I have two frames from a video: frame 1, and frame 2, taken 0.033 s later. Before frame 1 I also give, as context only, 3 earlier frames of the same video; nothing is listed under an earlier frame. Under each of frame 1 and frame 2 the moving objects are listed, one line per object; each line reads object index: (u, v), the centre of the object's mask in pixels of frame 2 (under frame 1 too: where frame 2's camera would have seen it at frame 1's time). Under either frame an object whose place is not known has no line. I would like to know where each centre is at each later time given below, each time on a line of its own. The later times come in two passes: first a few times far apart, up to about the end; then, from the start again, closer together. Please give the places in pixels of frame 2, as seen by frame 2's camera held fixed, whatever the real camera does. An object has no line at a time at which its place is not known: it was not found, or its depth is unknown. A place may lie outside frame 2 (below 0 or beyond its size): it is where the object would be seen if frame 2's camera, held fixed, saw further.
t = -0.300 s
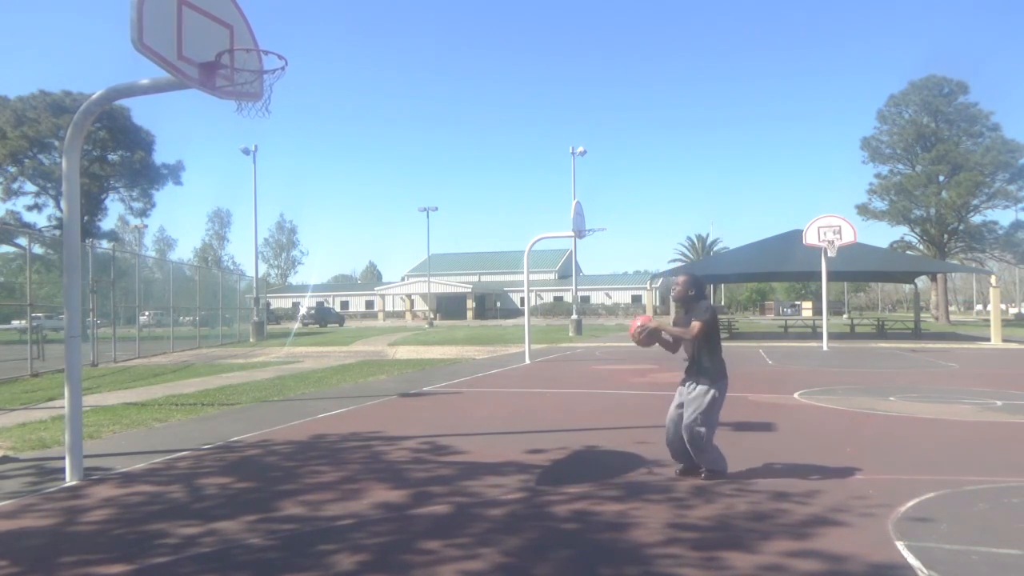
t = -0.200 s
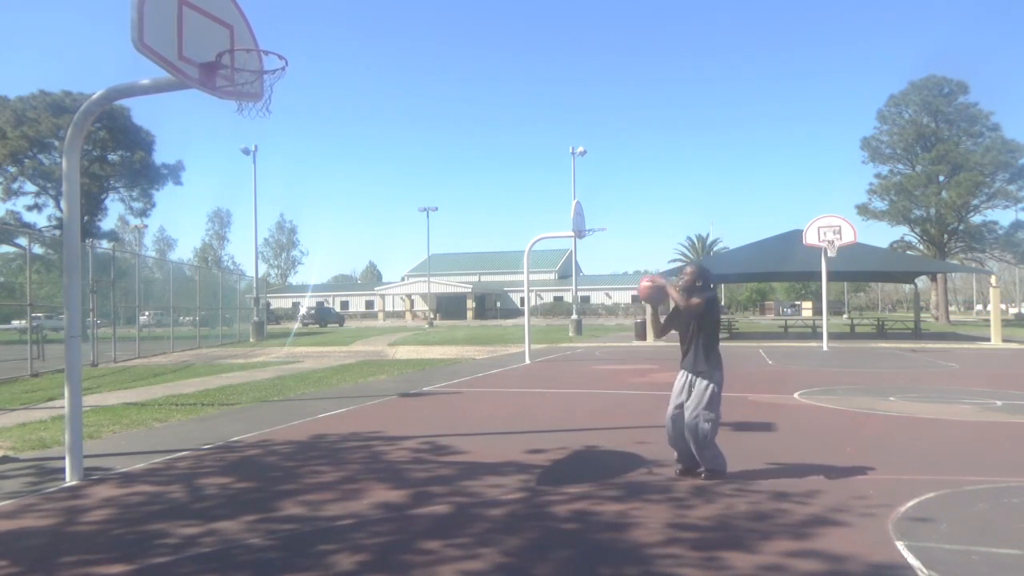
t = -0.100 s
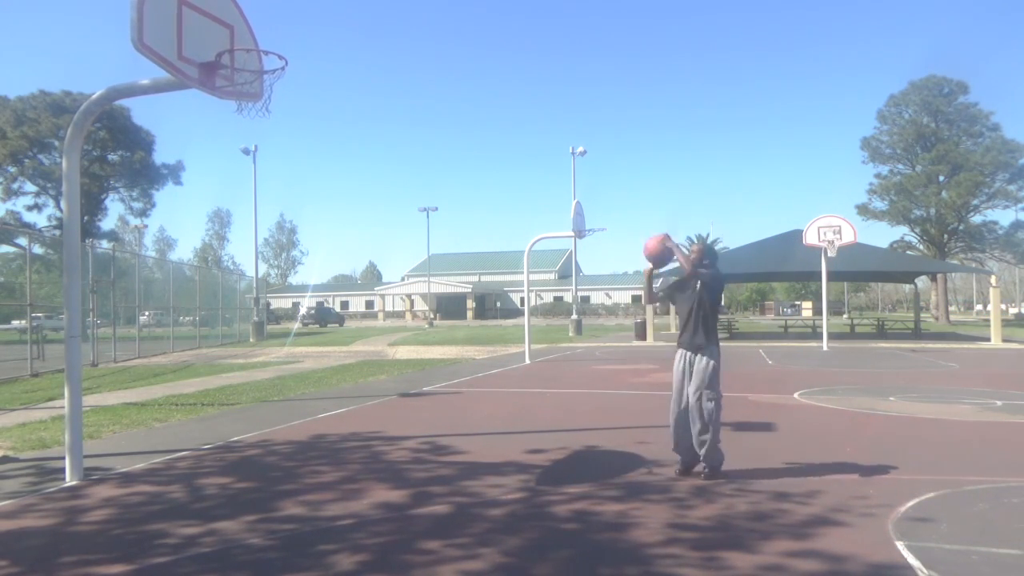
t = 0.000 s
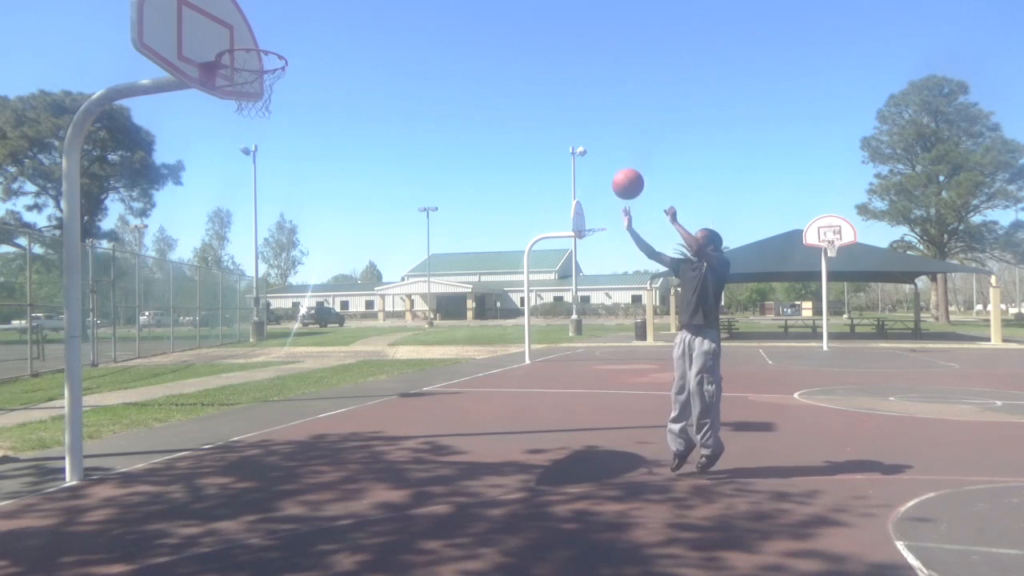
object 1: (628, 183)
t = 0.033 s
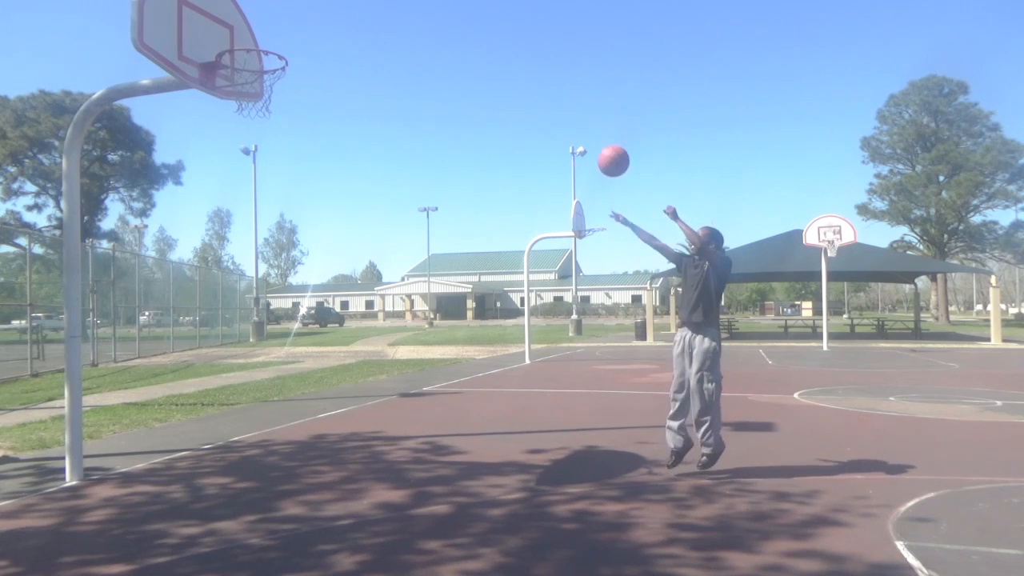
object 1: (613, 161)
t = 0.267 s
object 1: (513, 41)
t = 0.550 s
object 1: (394, 3)
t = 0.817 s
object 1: (281, 35)
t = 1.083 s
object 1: (212, 9)
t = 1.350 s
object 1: (189, 9)
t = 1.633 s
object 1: (176, 112)
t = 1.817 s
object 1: (167, 265)
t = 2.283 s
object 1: (142, 291)
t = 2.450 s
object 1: (131, 196)
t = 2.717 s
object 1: (116, 143)
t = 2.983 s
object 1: (97, 234)
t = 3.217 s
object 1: (80, 461)
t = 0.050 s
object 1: (606, 150)
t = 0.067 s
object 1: (599, 139)
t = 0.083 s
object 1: (592, 129)
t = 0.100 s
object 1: (585, 119)
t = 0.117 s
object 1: (578, 110)
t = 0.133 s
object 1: (571, 101)
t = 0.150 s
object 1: (563, 92)
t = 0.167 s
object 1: (556, 84)
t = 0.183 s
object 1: (549, 76)
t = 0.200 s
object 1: (542, 68)
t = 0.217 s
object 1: (535, 61)
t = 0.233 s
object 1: (527, 54)
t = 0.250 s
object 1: (520, 48)
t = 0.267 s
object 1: (513, 41)
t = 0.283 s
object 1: (506, 35)
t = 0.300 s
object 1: (499, 30)
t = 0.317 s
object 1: (492, 25)
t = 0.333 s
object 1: (485, 20)
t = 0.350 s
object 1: (477, 16)
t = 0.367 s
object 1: (470, 13)
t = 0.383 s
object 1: (463, 11)
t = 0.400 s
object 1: (457, 9)
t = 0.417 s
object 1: (449, 8)
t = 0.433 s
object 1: (443, 6)
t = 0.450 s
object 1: (435, 5)
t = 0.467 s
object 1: (428, 5)
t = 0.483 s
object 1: (421, 4)
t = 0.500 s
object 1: (414, 3)
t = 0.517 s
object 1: (408, 3)
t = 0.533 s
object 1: (401, 3)
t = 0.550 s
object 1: (394, 3)
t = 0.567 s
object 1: (387, 3)
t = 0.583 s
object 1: (379, 3)
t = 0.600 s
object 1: (372, 3)
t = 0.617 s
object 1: (365, 4)
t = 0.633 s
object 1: (358, 4)
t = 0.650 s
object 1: (351, 5)
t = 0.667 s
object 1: (344, 6)
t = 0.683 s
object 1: (337, 7)
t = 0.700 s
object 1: (330, 9)
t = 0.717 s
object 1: (323, 11)
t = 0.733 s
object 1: (316, 13)
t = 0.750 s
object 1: (309, 15)
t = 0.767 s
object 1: (302, 19)
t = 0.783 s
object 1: (295, 24)
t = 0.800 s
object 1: (288, 29)
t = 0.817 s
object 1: (281, 35)
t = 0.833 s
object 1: (274, 40)
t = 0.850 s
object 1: (267, 47)
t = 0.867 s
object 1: (260, 54)
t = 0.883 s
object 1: (255, 54)
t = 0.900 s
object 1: (251, 48)
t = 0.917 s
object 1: (248, 42)
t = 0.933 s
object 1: (245, 35)
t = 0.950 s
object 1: (241, 32)
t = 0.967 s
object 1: (238, 28)
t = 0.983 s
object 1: (234, 23)
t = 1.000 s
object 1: (231, 18)
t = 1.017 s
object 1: (227, 15)
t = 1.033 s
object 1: (224, 13)
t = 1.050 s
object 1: (220, 11)
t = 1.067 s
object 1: (217, 10)
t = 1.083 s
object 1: (212, 9)
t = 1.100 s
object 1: (208, 8)
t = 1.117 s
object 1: (204, 7)
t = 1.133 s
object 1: (201, 7)
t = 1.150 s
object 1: (197, 7)
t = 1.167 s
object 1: (196, 6)
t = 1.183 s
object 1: (196, 5)
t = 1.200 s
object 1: (196, 5)
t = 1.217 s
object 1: (196, 5)
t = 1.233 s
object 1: (195, 5)
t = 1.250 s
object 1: (195, 5)
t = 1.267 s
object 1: (194, 5)
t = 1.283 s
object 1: (193, 5)
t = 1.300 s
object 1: (192, 6)
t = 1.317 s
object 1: (191, 7)
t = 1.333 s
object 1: (190, 8)
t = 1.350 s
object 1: (189, 9)
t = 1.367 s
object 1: (188, 10)
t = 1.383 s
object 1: (187, 12)
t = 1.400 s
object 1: (187, 14)
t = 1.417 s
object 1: (186, 16)
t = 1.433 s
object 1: (185, 20)
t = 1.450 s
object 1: (185, 24)
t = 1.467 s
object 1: (183, 31)
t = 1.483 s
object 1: (183, 37)
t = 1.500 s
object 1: (182, 43)
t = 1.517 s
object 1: (181, 50)
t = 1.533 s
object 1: (180, 57)
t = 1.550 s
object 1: (180, 65)
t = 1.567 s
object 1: (179, 74)
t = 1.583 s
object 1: (178, 83)
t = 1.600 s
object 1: (178, 92)
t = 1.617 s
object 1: (177, 102)
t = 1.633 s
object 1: (176, 112)
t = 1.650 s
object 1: (175, 123)
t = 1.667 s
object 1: (174, 135)
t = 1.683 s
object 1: (173, 147)
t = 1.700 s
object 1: (173, 160)
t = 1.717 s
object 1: (171, 173)
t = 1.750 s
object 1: (170, 200)
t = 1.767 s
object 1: (169, 216)
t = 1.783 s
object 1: (168, 232)
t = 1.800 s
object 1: (167, 248)
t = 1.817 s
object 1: (167, 265)
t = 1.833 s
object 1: (166, 282)
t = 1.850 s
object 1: (165, 301)
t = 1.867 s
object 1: (164, 320)
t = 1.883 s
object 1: (164, 339)
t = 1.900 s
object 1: (163, 360)
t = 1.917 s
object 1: (162, 380)
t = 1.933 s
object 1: (161, 402)
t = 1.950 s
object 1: (161, 424)
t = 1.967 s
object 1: (160, 447)
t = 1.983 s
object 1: (159, 471)
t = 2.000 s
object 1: (158, 495)
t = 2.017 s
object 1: (158, 522)
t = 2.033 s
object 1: (157, 516)
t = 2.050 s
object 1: (156, 498)
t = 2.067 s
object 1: (155, 481)
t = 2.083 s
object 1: (154, 463)
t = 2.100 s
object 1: (153, 446)
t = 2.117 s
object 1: (152, 430)
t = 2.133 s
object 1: (151, 414)
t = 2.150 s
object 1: (150, 399)
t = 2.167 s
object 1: (149, 384)
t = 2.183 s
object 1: (148, 369)
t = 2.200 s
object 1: (147, 355)
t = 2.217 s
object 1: (146, 341)
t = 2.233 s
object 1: (145, 328)
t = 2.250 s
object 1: (144, 316)
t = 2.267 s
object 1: (143, 303)
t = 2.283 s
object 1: (142, 291)
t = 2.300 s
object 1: (142, 279)
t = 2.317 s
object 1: (140, 268)
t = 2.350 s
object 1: (138, 247)
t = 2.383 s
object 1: (136, 228)
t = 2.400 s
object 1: (135, 219)
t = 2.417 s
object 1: (134, 210)
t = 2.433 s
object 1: (133, 202)
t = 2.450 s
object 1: (131, 196)
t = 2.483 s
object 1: (130, 183)
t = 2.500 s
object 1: (129, 176)
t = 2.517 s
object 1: (128, 171)
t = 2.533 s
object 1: (125, 165)
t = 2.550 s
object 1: (127, 162)
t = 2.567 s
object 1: (127, 159)
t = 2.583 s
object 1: (126, 157)
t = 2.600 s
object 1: (124, 154)
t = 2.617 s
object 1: (123, 151)
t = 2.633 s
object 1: (122, 148)
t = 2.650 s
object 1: (121, 147)
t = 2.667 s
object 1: (120, 145)
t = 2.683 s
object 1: (119, 144)
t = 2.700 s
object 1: (116, 142)
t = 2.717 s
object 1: (116, 143)
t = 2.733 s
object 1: (115, 143)
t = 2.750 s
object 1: (115, 144)
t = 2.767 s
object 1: (113, 146)
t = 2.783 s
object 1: (113, 147)
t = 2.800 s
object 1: (110, 152)
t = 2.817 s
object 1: (110, 156)
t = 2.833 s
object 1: (107, 161)
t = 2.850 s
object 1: (105, 167)
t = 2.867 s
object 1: (105, 174)
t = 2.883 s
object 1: (105, 179)
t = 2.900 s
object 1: (103, 187)
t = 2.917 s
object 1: (102, 195)
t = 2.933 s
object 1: (101, 204)
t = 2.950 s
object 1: (100, 213)
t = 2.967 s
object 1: (98, 223)
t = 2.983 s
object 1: (97, 234)
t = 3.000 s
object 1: (96, 245)
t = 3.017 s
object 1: (95, 256)
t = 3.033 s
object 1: (93, 270)
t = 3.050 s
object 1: (92, 283)
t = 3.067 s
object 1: (91, 297)
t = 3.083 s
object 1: (89, 313)
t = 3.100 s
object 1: (88, 328)
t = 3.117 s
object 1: (87, 345)
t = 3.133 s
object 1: (86, 362)
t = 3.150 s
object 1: (85, 380)
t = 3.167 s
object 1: (84, 399)
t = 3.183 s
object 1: (82, 419)
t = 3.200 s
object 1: (81, 439)
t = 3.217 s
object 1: (80, 461)
